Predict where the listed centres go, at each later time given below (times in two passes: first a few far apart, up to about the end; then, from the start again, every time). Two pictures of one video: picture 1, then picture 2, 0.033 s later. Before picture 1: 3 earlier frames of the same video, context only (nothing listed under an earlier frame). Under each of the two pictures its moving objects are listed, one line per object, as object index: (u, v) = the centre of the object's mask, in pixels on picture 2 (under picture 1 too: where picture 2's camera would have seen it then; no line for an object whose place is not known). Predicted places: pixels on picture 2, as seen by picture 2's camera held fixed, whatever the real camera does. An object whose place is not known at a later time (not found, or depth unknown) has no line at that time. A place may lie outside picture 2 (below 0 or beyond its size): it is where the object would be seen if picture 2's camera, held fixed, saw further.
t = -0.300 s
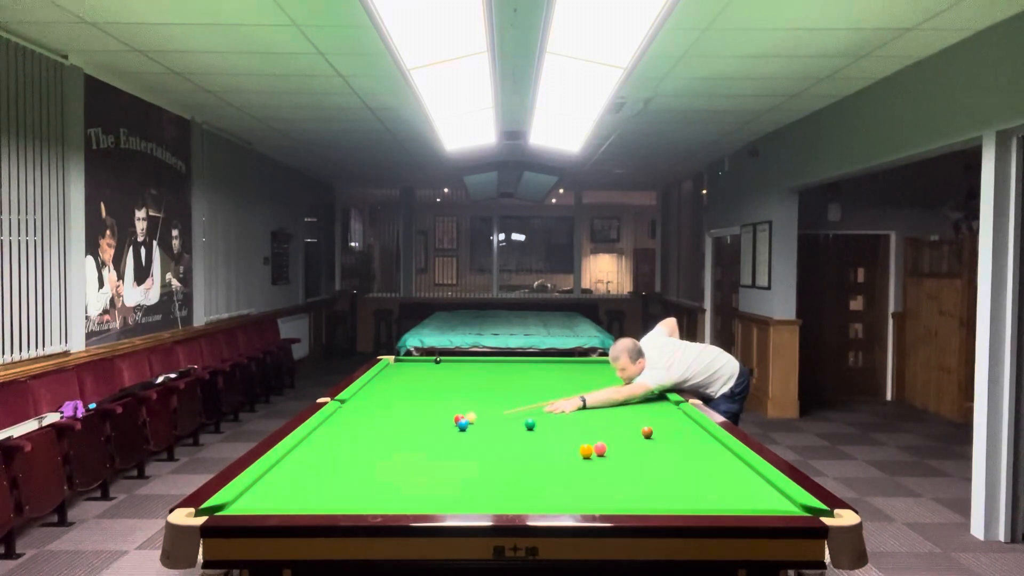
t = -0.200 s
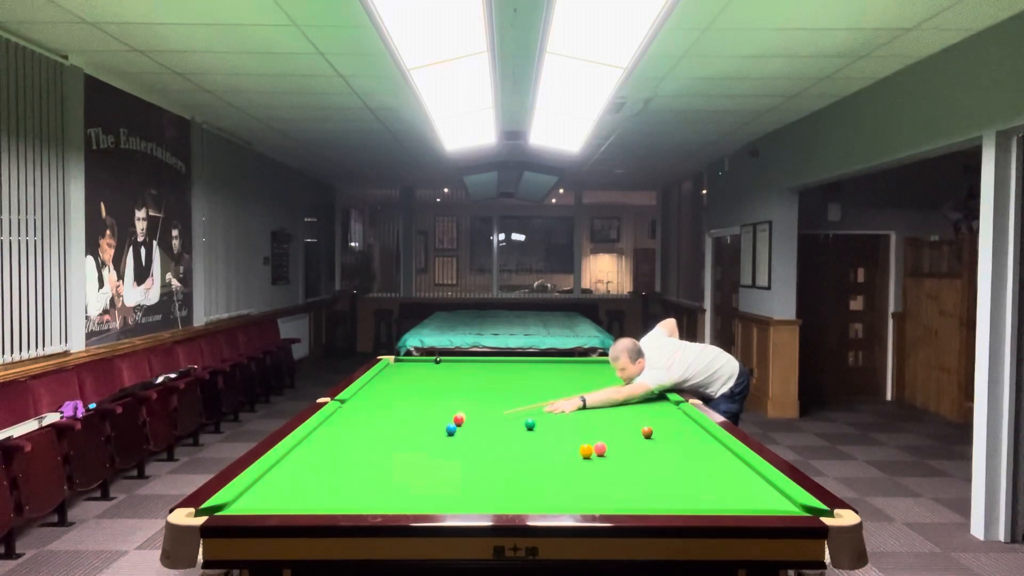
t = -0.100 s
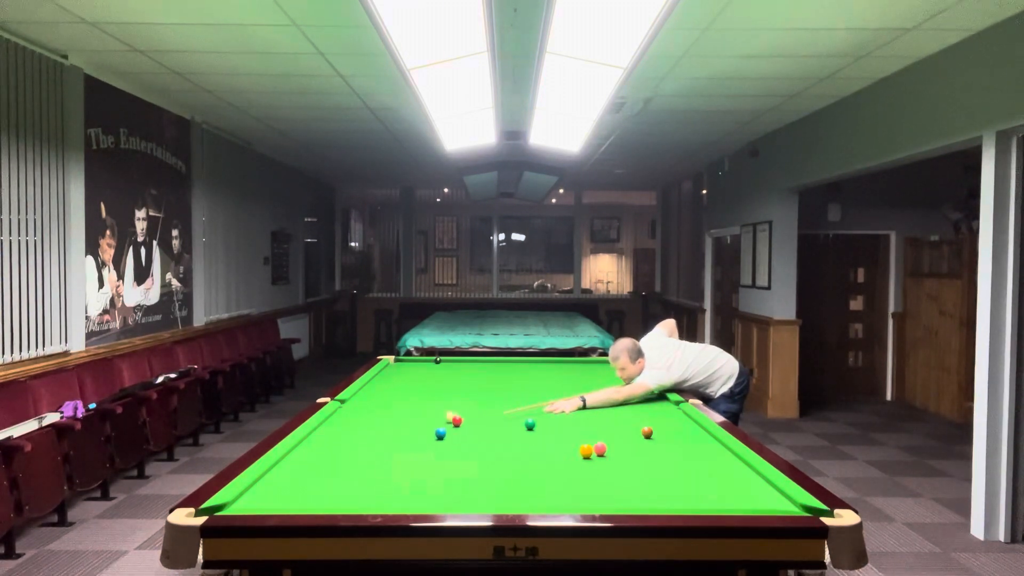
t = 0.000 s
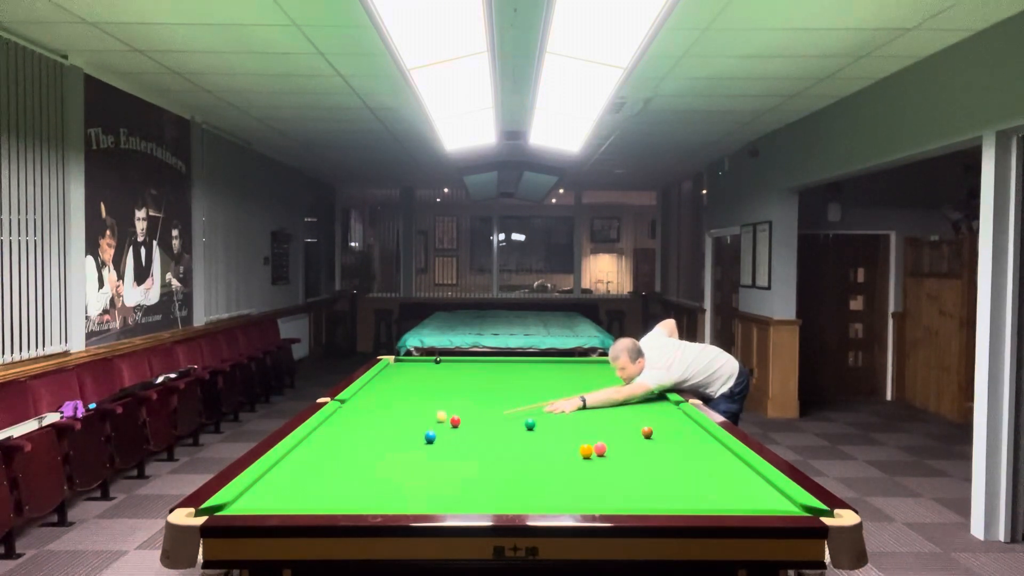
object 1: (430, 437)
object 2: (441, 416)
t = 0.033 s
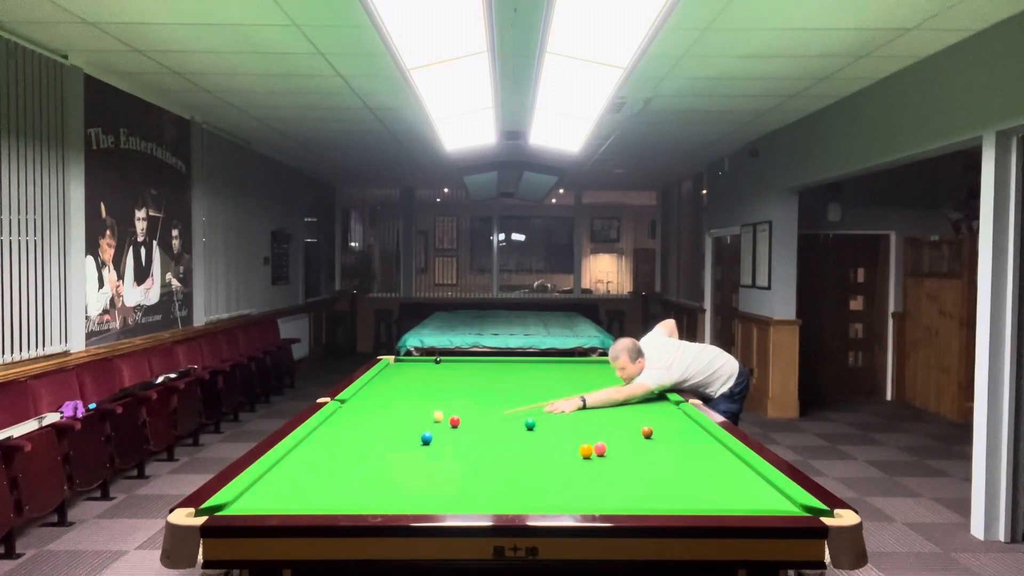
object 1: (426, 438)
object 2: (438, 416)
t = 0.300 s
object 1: (396, 449)
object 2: (414, 415)
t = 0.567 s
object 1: (364, 461)
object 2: (392, 414)
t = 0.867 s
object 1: (323, 476)
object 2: (369, 413)
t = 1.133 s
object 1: (282, 491)
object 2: (350, 412)
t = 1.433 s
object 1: (233, 505)
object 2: (344, 411)
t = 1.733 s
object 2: (356, 410)
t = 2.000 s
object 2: (365, 410)
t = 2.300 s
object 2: (373, 409)
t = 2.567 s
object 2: (379, 409)
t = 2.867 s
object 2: (384, 409)
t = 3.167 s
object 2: (388, 408)
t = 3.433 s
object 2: (390, 408)
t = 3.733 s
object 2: (391, 408)
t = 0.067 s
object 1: (423, 440)
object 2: (435, 416)
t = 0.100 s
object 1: (419, 441)
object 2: (432, 416)
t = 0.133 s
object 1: (416, 442)
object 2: (429, 416)
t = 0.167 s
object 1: (412, 443)
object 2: (426, 415)
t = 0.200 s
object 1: (408, 445)
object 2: (423, 415)
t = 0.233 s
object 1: (404, 447)
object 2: (420, 415)
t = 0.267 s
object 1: (400, 448)
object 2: (417, 415)
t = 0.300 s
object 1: (396, 449)
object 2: (414, 415)
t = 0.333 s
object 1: (393, 451)
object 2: (412, 415)
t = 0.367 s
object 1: (389, 452)
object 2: (409, 415)
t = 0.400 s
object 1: (385, 453)
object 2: (406, 415)
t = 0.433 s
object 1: (381, 455)
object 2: (403, 415)
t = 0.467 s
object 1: (376, 457)
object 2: (400, 414)
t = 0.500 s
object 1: (372, 458)
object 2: (397, 414)
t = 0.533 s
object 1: (368, 460)
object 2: (395, 414)
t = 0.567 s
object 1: (364, 461)
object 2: (392, 414)
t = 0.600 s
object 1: (359, 463)
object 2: (390, 414)
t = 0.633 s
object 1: (355, 464)
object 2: (387, 414)
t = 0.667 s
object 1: (350, 466)
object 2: (384, 413)
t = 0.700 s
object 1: (346, 468)
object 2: (382, 413)
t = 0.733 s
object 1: (342, 469)
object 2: (379, 413)
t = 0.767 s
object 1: (337, 471)
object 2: (376, 413)
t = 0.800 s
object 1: (332, 473)
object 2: (374, 413)
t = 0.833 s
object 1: (328, 475)
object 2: (371, 413)
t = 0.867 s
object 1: (323, 476)
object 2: (369, 413)
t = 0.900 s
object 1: (318, 478)
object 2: (366, 412)
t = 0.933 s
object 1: (313, 480)
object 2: (364, 412)
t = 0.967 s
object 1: (308, 482)
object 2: (362, 412)
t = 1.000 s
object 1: (303, 484)
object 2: (359, 412)
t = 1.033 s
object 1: (298, 485)
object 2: (357, 412)
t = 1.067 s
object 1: (293, 487)
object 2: (355, 412)
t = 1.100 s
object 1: (287, 489)
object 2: (352, 412)
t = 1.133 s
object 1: (282, 491)
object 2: (350, 412)
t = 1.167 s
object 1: (277, 493)
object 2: (347, 412)
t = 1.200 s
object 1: (271, 495)
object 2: (346, 411)
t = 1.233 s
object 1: (266, 497)
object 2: (343, 411)
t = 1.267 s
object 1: (261, 499)
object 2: (341, 411)
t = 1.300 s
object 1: (255, 500)
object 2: (339, 411)
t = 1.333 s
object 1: (249, 502)
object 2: (340, 411)
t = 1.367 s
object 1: (243, 503)
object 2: (341, 411)
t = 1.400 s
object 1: (237, 504)
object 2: (343, 411)
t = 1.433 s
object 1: (233, 505)
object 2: (344, 411)
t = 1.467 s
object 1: (226, 506)
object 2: (345, 411)
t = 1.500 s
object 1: (220, 509)
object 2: (346, 410)
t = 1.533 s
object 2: (348, 411)
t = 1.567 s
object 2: (349, 411)
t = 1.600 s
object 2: (350, 410)
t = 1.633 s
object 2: (352, 410)
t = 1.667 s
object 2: (354, 410)
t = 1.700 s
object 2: (355, 410)
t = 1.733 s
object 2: (356, 410)
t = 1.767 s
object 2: (357, 410)
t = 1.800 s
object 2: (358, 410)
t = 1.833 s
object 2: (359, 410)
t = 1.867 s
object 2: (360, 410)
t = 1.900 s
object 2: (361, 410)
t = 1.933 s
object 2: (363, 410)
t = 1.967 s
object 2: (364, 410)
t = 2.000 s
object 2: (365, 410)
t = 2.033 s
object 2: (366, 410)
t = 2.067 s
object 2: (367, 410)
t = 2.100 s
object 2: (368, 410)
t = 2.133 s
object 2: (369, 410)
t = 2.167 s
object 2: (370, 410)
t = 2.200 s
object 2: (371, 410)
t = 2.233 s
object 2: (371, 409)
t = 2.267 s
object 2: (372, 409)
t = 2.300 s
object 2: (373, 409)
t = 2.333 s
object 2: (374, 409)
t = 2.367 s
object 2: (375, 409)
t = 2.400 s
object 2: (376, 409)
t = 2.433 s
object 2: (377, 409)
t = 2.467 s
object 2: (377, 409)
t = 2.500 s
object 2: (378, 409)
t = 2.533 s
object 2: (379, 409)
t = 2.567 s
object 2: (379, 409)
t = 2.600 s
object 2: (380, 409)
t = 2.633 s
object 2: (381, 409)
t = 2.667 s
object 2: (381, 409)
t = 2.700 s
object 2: (381, 409)
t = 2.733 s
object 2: (382, 409)
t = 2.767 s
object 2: (382, 409)
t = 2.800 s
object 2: (383, 409)
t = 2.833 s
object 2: (384, 409)
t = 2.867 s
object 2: (384, 409)
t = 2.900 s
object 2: (385, 408)
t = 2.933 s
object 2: (385, 408)
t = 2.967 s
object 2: (386, 408)
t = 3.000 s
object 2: (386, 408)
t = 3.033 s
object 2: (387, 408)
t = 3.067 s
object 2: (387, 408)
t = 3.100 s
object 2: (387, 408)
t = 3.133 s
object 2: (387, 408)
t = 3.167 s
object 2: (388, 408)
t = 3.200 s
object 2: (388, 408)
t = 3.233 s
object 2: (389, 408)
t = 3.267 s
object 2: (389, 408)
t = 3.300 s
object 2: (389, 408)
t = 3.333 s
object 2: (389, 408)
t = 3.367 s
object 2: (390, 408)
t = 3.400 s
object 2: (390, 408)
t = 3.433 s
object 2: (390, 408)
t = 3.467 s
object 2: (390, 408)
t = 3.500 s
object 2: (390, 408)
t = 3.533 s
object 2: (390, 408)
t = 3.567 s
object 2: (390, 408)
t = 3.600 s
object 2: (390, 408)
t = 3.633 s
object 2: (391, 408)
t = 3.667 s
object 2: (390, 408)
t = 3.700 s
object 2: (391, 408)
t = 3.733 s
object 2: (391, 408)
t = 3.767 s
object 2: (391, 408)
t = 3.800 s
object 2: (391, 408)
